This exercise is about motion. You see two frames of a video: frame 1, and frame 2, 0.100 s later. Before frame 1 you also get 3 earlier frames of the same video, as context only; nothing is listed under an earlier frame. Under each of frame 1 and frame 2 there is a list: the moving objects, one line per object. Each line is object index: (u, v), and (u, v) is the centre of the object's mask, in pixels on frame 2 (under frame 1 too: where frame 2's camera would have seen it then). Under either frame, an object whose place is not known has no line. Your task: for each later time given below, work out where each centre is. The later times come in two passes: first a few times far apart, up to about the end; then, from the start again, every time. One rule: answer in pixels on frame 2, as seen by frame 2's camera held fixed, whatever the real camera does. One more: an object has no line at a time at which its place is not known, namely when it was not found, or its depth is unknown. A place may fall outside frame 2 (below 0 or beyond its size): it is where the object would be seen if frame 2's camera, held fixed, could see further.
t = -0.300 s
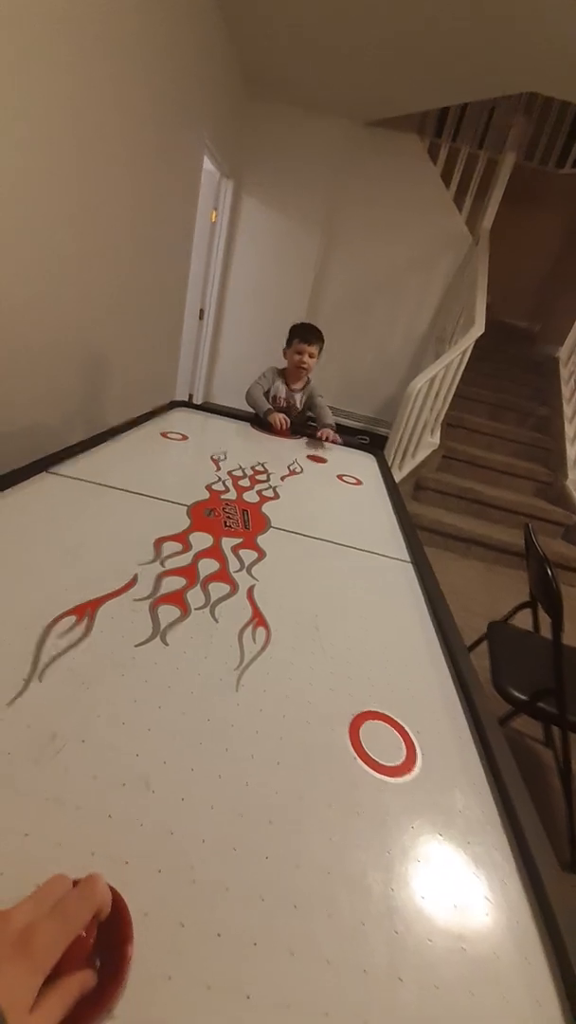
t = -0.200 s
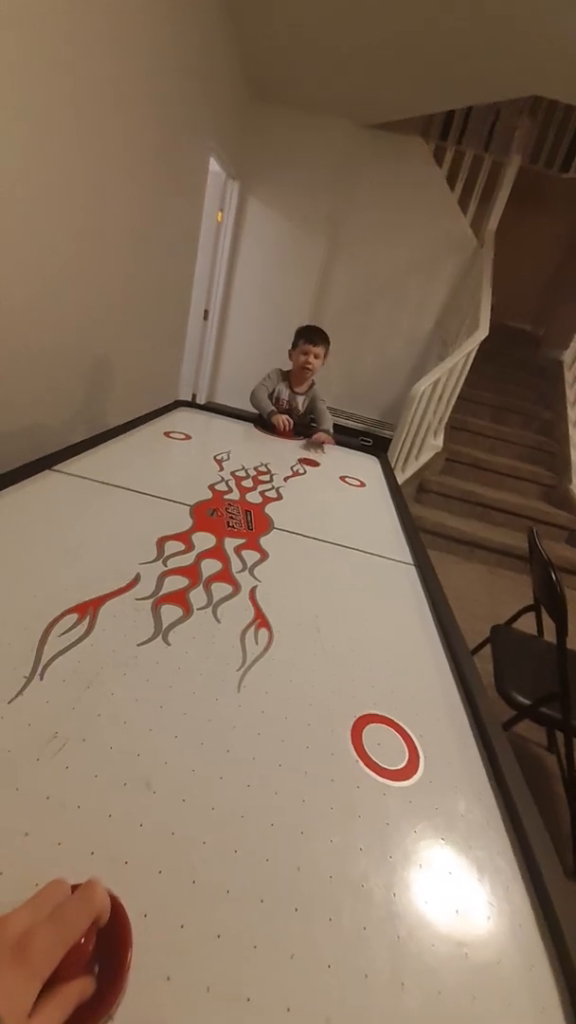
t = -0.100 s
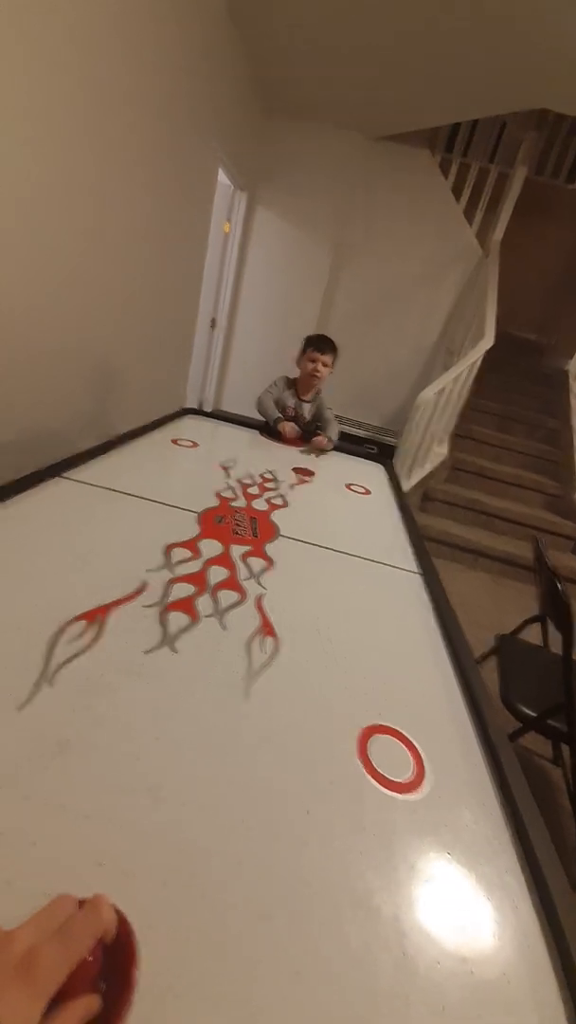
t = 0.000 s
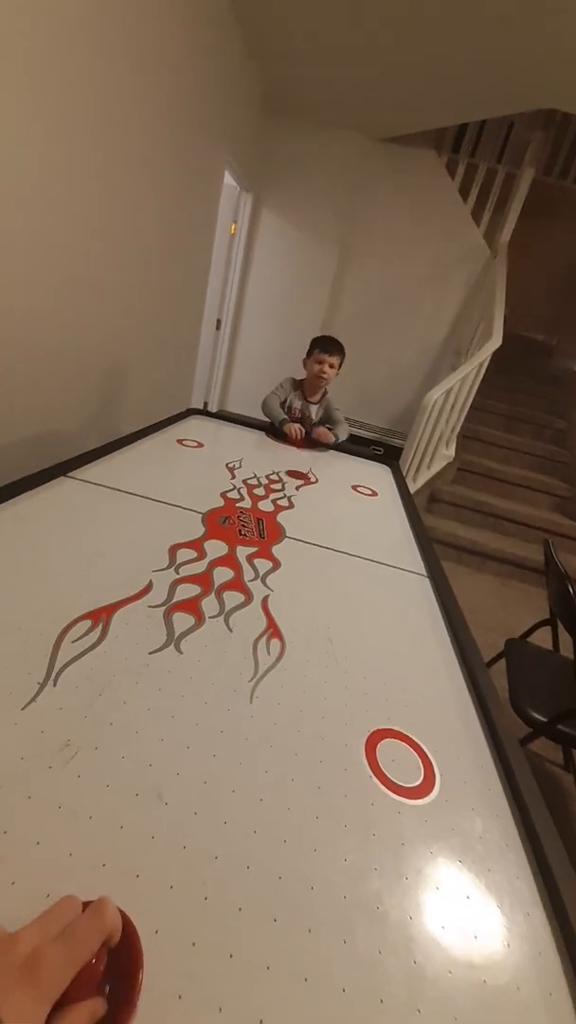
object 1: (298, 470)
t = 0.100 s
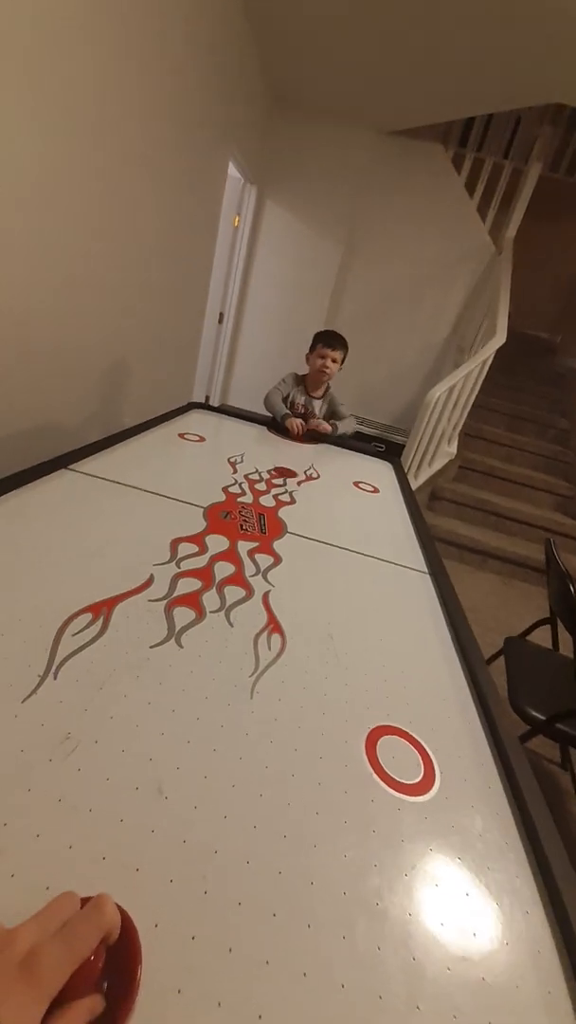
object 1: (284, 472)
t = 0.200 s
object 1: (270, 474)
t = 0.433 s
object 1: (231, 479)
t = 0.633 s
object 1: (192, 483)
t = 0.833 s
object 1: (147, 488)
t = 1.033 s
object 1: (96, 493)
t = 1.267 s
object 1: (43, 496)
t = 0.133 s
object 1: (280, 473)
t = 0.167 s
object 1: (275, 473)
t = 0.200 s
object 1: (270, 474)
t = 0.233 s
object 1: (266, 475)
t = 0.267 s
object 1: (258, 476)
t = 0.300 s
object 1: (255, 476)
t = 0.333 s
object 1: (250, 477)
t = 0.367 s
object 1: (244, 478)
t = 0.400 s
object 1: (239, 479)
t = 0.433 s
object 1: (231, 479)
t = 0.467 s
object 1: (224, 480)
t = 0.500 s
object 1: (218, 480)
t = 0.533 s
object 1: (211, 481)
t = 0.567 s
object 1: (205, 482)
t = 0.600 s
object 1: (198, 482)
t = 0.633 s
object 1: (192, 483)
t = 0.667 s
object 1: (185, 484)
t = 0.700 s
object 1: (177, 484)
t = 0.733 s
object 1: (170, 486)
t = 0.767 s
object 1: (162, 487)
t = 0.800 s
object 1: (155, 487)
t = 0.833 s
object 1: (147, 488)
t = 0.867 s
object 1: (138, 489)
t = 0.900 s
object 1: (130, 489)
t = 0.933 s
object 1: (121, 490)
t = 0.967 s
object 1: (112, 491)
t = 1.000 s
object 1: (104, 492)
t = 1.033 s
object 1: (96, 493)
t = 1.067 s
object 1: (88, 494)
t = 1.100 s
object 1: (80, 494)
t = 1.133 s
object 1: (72, 494)
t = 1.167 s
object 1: (64, 494)
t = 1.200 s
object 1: (56, 495)
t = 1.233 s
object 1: (48, 495)
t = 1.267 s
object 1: (43, 496)
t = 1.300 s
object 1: (43, 498)
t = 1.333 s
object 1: (45, 501)
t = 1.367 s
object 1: (48, 503)
